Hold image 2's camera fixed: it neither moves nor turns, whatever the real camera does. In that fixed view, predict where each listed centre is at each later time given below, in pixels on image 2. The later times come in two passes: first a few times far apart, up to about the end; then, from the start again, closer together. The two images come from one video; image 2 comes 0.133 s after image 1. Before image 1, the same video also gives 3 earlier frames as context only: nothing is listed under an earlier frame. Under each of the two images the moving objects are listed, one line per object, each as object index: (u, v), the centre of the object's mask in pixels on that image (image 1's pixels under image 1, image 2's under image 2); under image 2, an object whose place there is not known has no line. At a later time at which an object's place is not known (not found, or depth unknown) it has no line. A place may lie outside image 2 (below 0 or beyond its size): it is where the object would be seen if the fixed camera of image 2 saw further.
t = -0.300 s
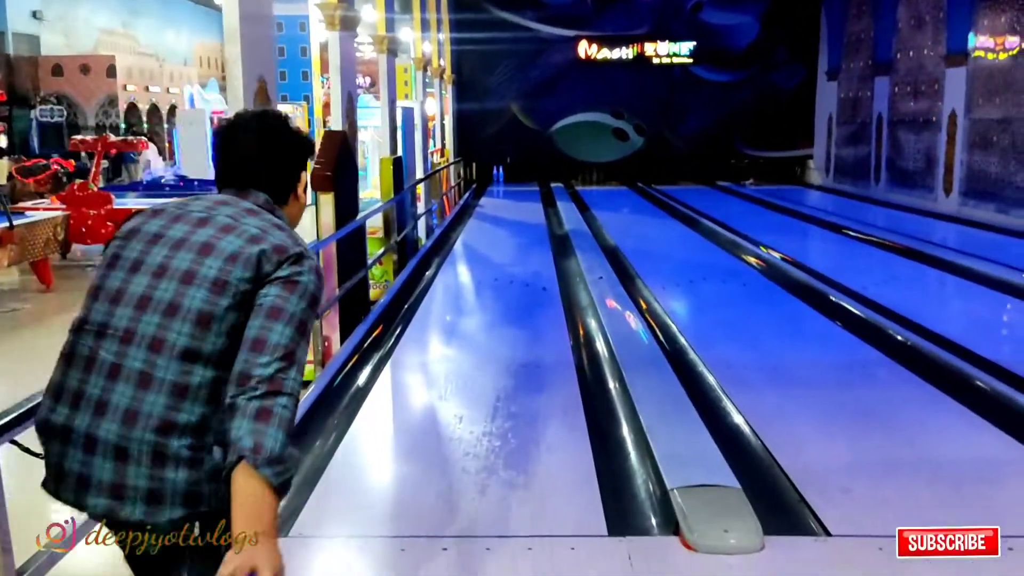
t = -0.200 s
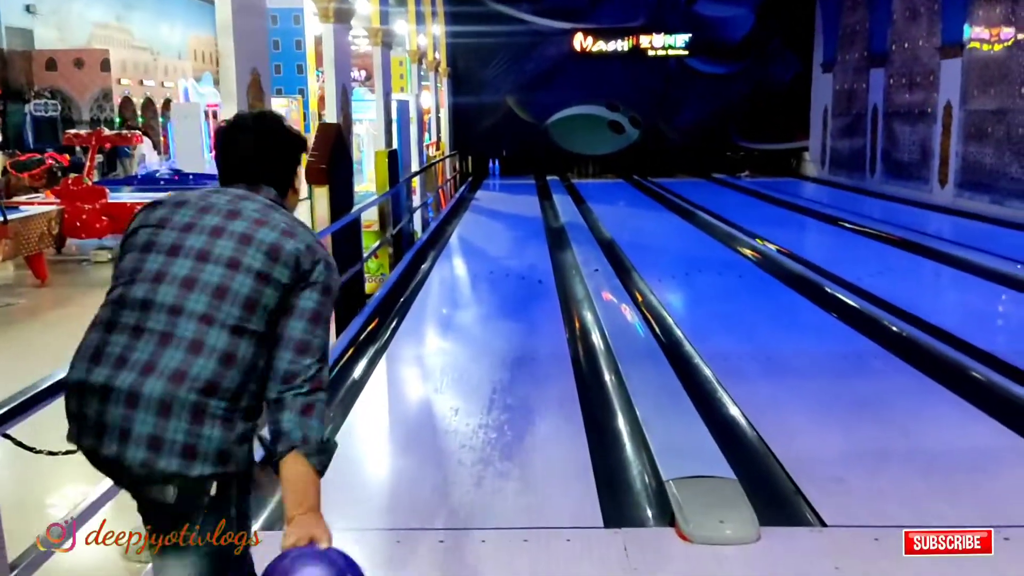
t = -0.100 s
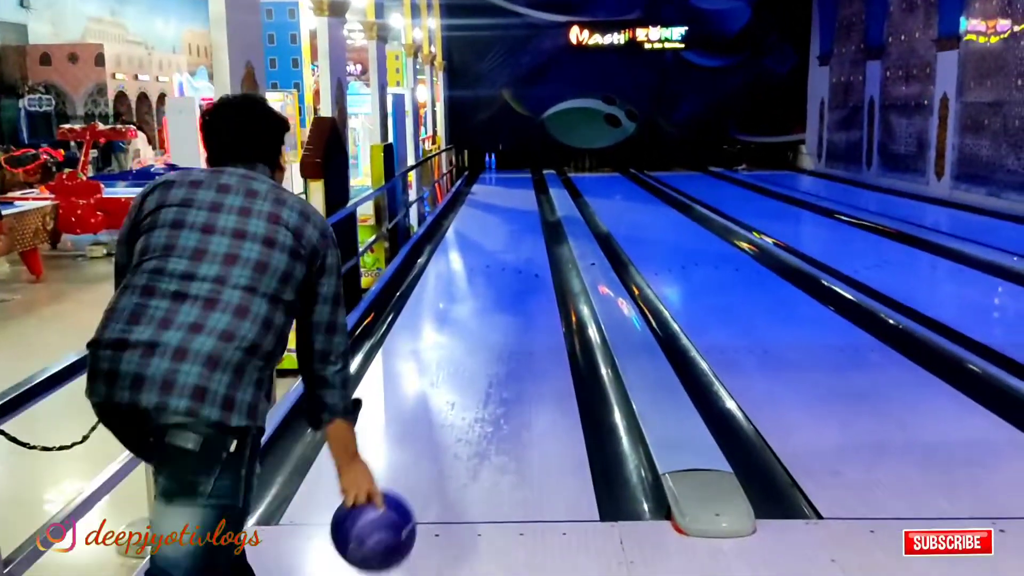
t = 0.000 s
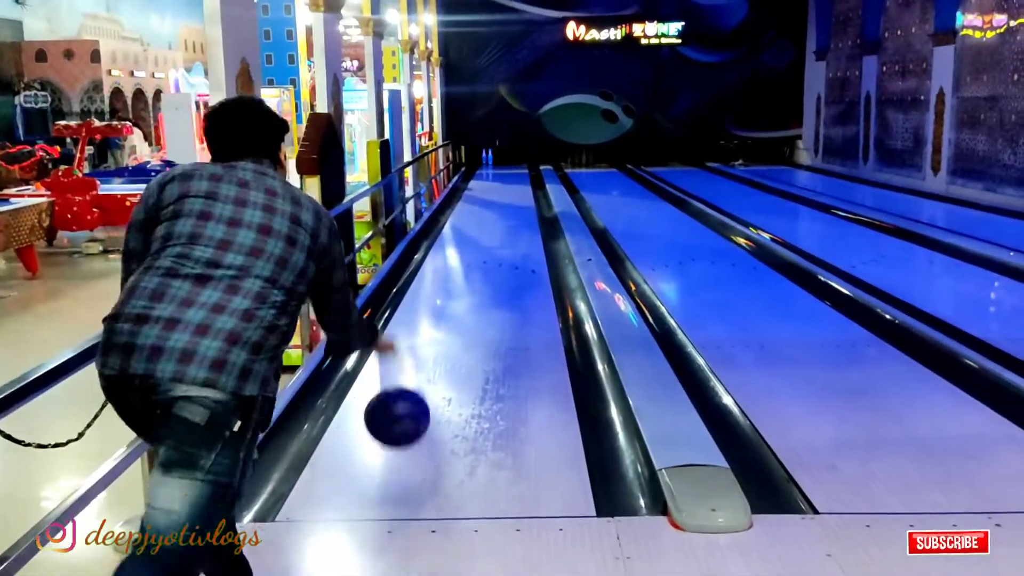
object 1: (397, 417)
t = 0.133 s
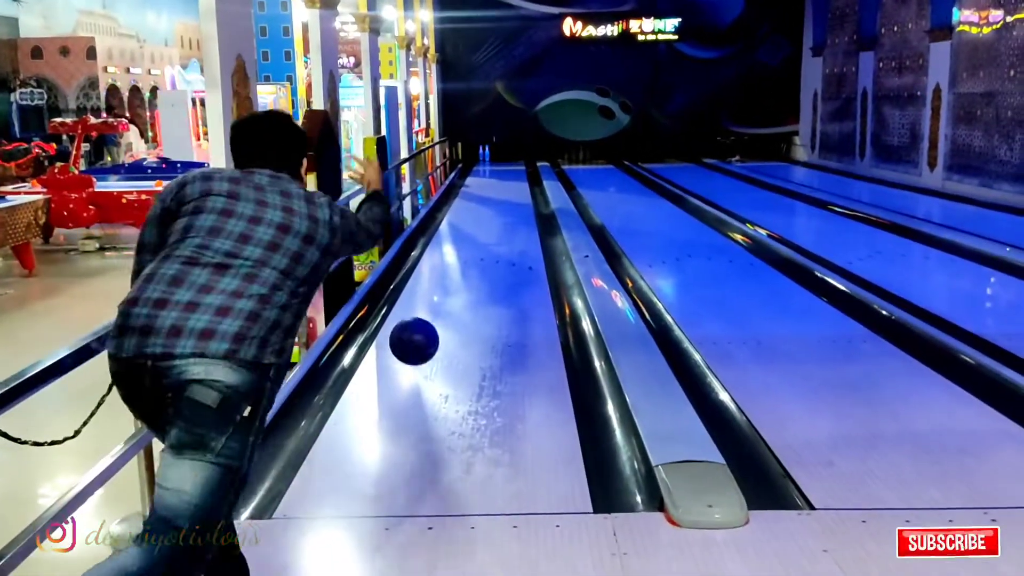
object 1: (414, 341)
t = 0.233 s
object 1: (424, 327)
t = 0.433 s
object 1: (434, 292)
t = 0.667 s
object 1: (446, 248)
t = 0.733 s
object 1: (449, 240)
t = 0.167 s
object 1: (418, 334)
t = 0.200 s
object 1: (421, 329)
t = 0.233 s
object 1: (424, 327)
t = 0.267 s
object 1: (427, 327)
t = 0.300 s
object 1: (430, 321)
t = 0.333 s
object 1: (432, 311)
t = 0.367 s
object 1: (434, 303)
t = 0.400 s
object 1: (436, 295)
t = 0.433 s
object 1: (434, 292)
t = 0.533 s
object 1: (441, 268)
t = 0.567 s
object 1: (443, 263)
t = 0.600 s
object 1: (444, 258)
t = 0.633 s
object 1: (445, 253)
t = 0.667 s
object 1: (446, 248)
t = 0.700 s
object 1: (447, 244)
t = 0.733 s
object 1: (449, 240)
